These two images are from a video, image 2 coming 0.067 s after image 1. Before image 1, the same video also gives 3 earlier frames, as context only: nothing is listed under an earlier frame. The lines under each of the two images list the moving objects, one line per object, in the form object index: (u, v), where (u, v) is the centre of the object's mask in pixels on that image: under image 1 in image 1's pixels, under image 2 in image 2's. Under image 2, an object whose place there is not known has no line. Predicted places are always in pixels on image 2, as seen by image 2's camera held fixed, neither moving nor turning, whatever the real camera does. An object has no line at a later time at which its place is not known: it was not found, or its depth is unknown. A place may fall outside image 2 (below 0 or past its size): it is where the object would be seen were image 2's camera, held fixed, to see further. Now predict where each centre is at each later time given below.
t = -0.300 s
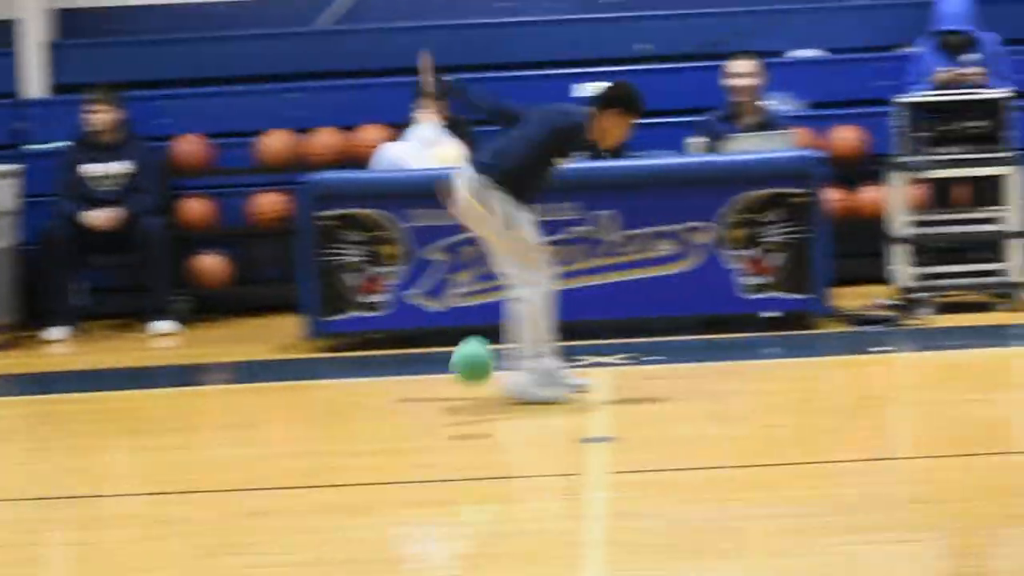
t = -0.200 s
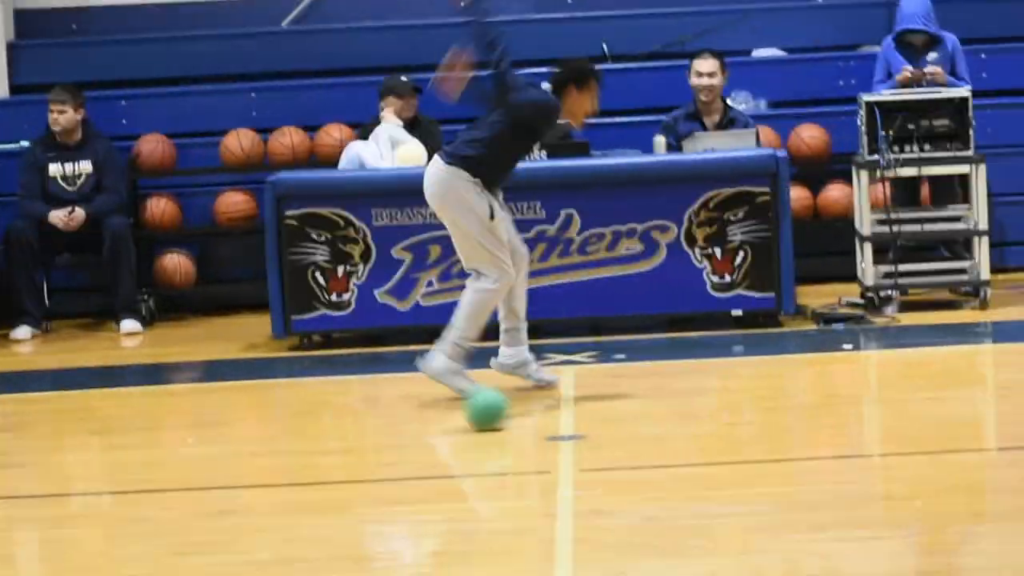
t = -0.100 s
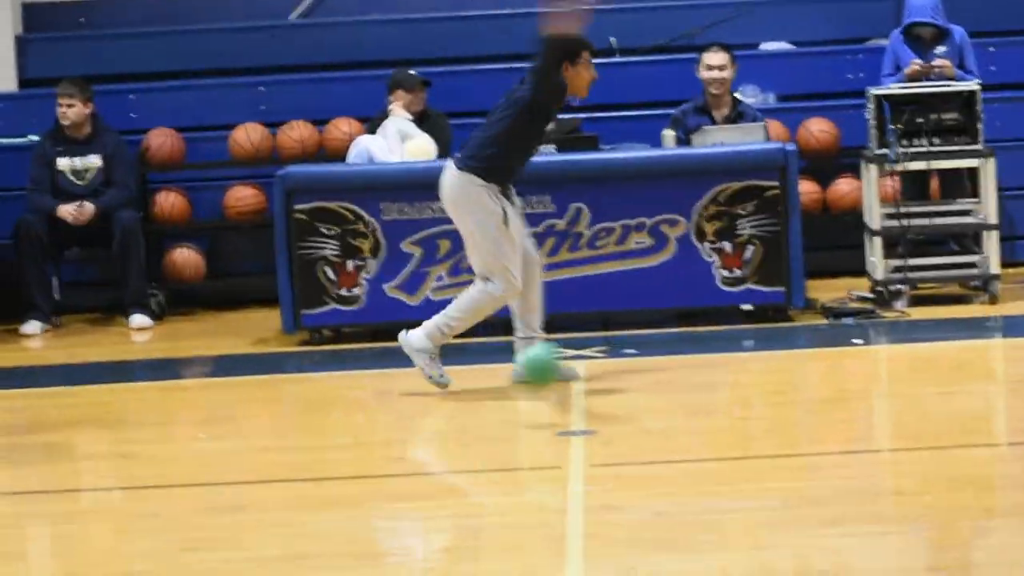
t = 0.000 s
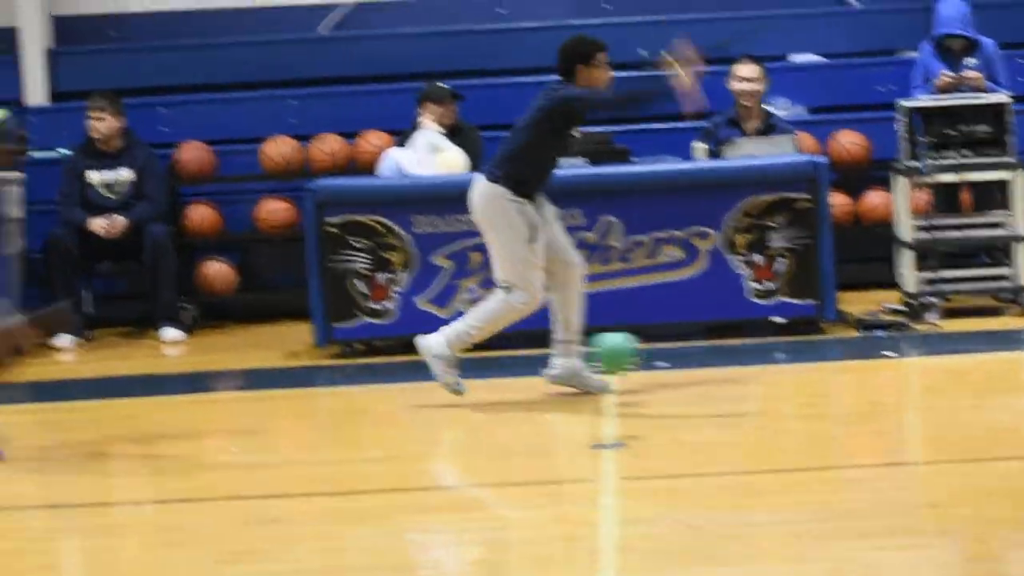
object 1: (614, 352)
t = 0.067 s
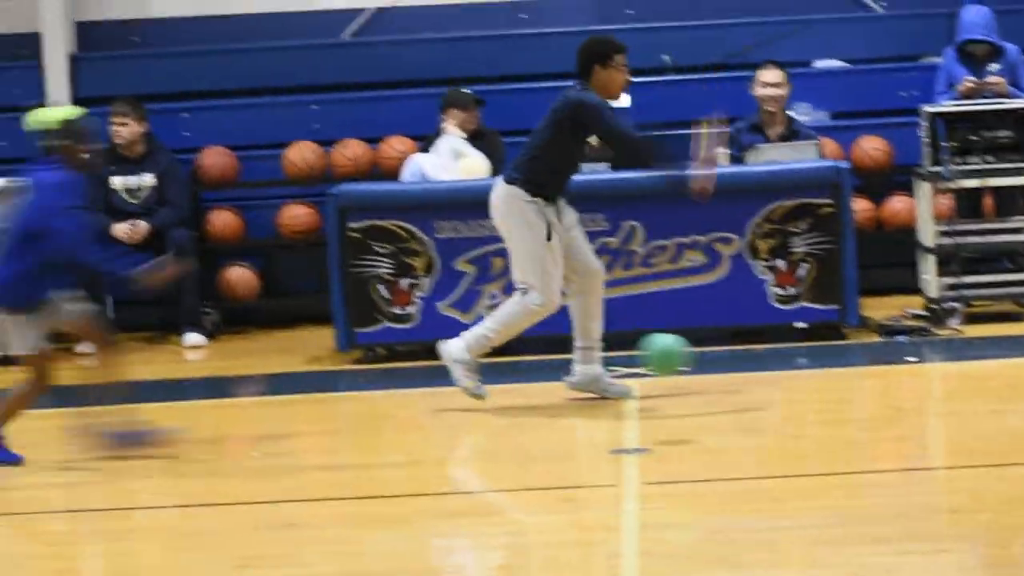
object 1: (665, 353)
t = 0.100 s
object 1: (679, 355)
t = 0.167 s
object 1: (708, 366)
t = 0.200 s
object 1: (722, 376)
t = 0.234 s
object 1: (738, 388)
